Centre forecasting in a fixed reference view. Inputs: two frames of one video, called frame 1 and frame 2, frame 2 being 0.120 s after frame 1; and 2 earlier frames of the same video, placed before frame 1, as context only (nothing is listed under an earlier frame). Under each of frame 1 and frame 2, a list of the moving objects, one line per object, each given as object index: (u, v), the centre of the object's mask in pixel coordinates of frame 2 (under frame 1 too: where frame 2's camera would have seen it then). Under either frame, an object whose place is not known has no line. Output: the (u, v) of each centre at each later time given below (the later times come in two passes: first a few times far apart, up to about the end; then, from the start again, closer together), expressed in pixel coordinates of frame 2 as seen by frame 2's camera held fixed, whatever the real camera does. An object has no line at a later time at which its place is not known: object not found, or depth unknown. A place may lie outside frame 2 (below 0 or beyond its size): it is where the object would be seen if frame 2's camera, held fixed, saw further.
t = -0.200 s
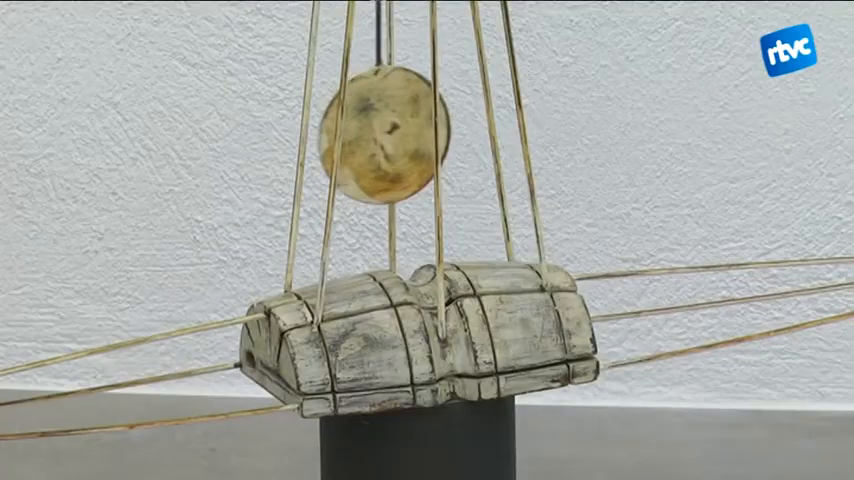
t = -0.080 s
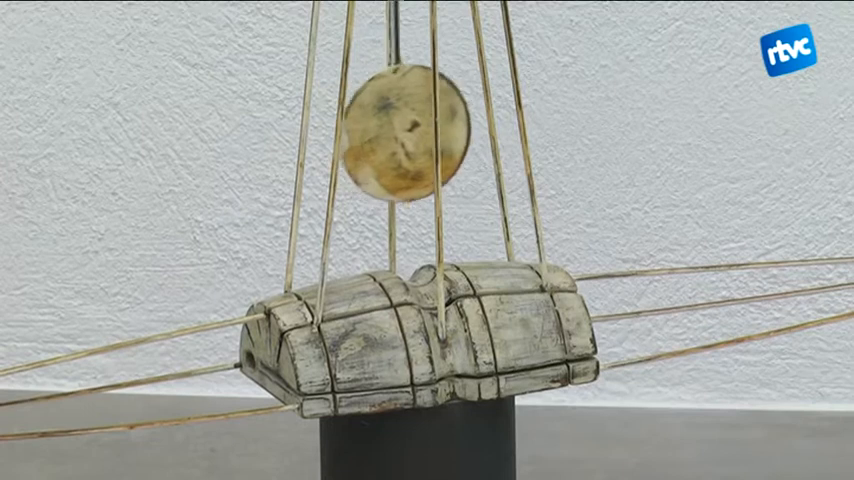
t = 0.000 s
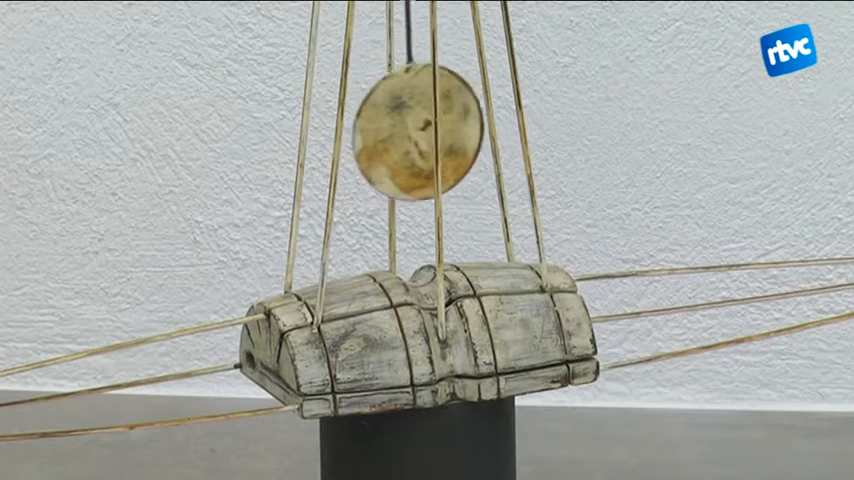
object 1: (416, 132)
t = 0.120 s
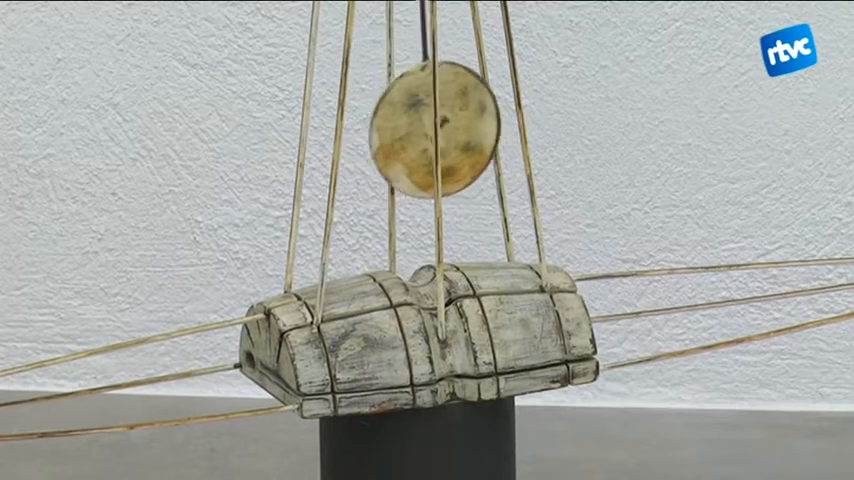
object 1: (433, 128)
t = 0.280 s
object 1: (450, 127)
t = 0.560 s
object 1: (446, 127)
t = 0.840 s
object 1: (406, 133)
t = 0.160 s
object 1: (439, 129)
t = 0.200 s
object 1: (443, 128)
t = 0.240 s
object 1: (447, 127)
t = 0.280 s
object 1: (450, 127)
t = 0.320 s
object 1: (452, 126)
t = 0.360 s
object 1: (453, 126)
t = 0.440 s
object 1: (452, 126)
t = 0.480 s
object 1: (451, 127)
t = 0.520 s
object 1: (449, 127)
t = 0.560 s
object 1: (446, 127)
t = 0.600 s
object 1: (442, 128)
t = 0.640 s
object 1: (439, 128)
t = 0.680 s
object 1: (432, 129)
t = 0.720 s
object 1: (425, 130)
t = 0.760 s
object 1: (420, 131)
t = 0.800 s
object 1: (413, 132)
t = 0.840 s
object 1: (406, 133)
